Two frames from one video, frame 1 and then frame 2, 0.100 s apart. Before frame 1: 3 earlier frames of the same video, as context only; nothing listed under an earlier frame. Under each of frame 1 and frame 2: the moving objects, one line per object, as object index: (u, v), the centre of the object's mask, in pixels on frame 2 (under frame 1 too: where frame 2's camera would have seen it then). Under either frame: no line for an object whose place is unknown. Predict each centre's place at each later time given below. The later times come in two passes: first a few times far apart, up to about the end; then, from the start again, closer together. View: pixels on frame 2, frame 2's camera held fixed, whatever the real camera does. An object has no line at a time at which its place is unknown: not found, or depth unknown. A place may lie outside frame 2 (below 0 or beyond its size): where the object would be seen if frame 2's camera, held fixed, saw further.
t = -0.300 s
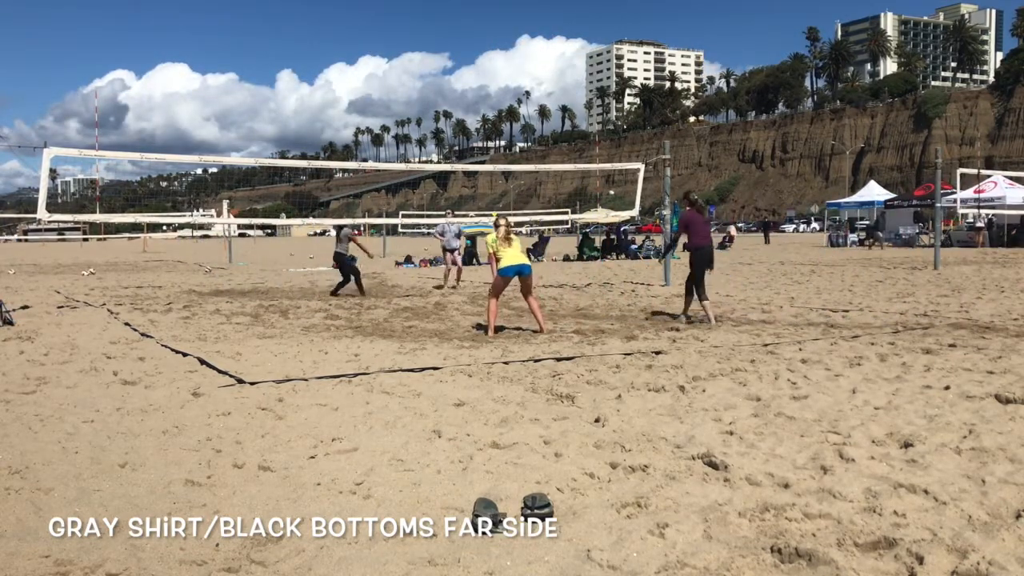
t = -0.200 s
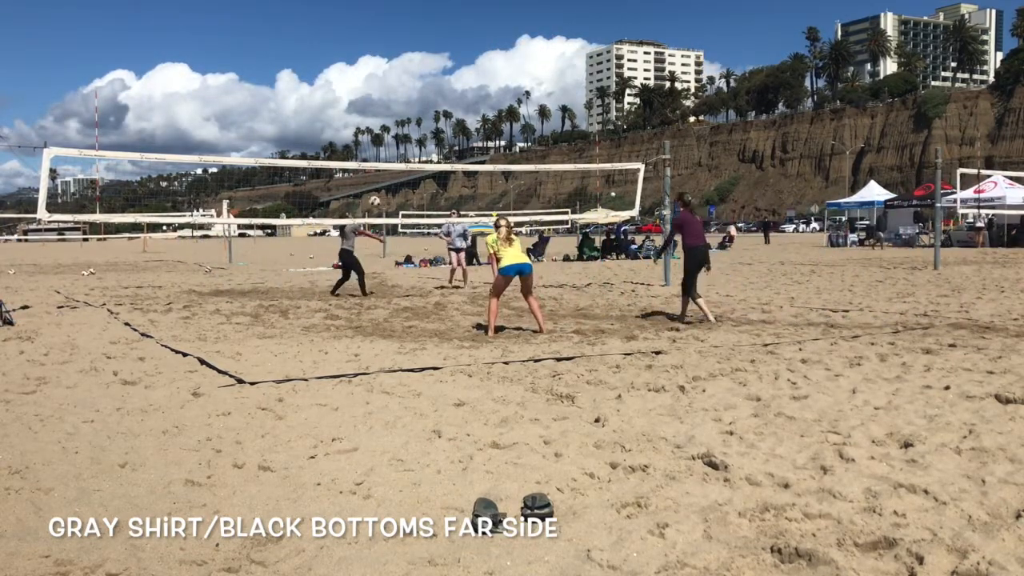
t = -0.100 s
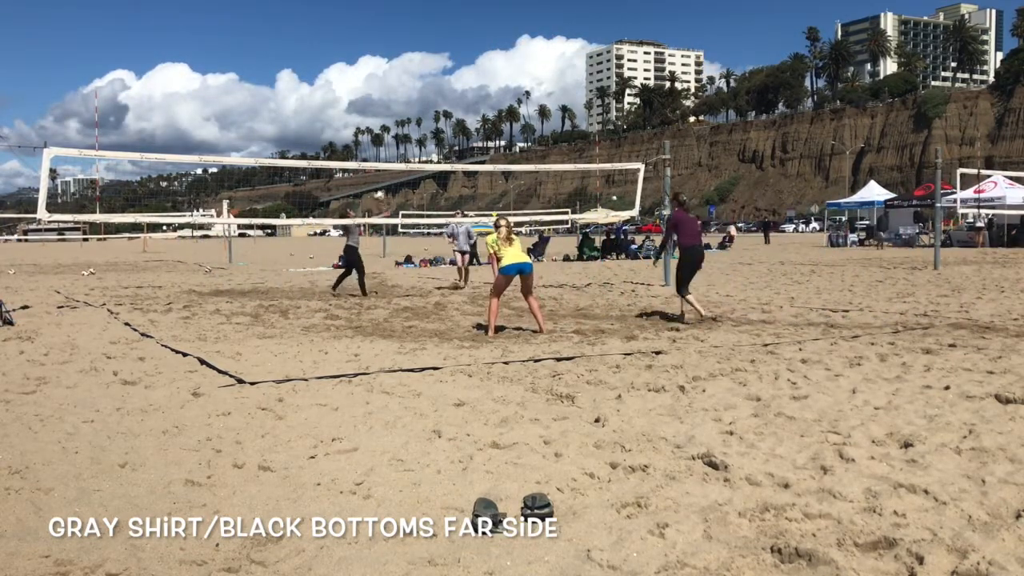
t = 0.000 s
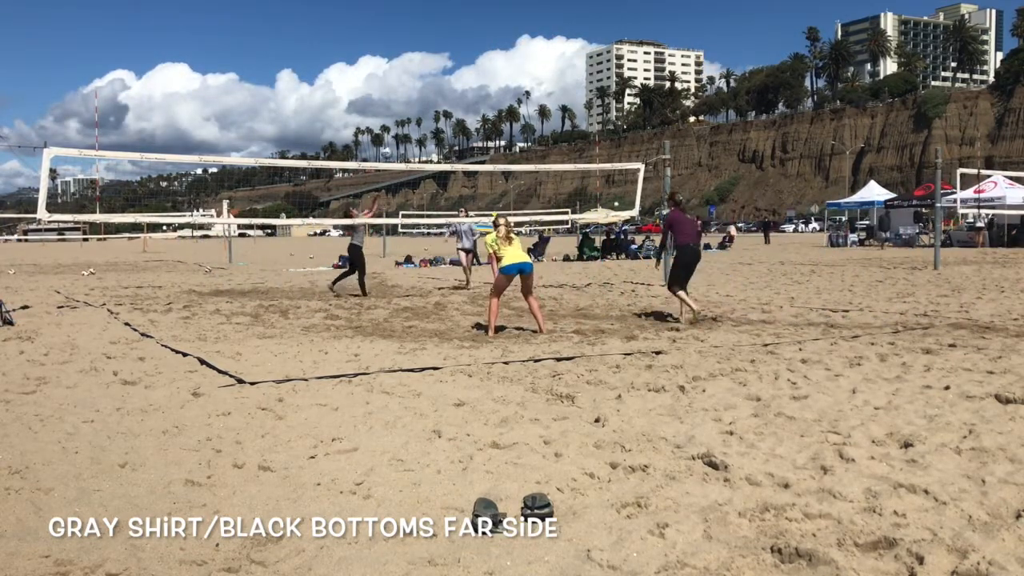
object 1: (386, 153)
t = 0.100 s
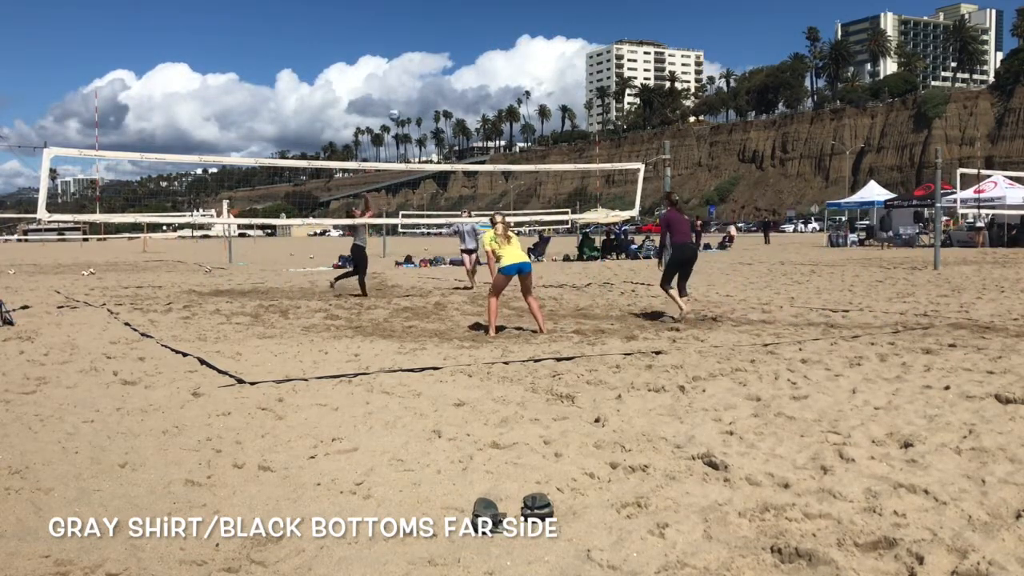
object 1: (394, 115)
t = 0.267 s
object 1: (407, 66)
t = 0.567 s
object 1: (435, 15)
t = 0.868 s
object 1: (465, 15)
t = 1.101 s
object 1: (489, 49)
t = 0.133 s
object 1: (396, 104)
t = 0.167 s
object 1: (399, 94)
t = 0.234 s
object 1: (404, 74)
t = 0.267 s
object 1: (407, 66)
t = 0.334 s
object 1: (414, 50)
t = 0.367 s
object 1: (416, 43)
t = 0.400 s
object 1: (420, 37)
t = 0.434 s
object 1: (422, 31)
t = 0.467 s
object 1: (426, 26)
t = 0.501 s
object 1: (429, 22)
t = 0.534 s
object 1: (432, 18)
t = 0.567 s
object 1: (435, 15)
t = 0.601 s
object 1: (438, 12)
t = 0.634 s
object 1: (441, 11)
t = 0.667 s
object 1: (445, 10)
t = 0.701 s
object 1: (448, 9)
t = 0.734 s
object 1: (451, 9)
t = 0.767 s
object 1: (455, 10)
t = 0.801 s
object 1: (458, 11)
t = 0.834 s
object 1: (461, 13)
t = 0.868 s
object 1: (465, 15)
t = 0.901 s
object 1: (468, 19)
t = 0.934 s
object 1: (472, 22)
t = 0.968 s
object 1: (475, 26)
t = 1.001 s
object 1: (479, 31)
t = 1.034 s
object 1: (482, 37)
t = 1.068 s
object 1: (485, 43)
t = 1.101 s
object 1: (489, 49)
